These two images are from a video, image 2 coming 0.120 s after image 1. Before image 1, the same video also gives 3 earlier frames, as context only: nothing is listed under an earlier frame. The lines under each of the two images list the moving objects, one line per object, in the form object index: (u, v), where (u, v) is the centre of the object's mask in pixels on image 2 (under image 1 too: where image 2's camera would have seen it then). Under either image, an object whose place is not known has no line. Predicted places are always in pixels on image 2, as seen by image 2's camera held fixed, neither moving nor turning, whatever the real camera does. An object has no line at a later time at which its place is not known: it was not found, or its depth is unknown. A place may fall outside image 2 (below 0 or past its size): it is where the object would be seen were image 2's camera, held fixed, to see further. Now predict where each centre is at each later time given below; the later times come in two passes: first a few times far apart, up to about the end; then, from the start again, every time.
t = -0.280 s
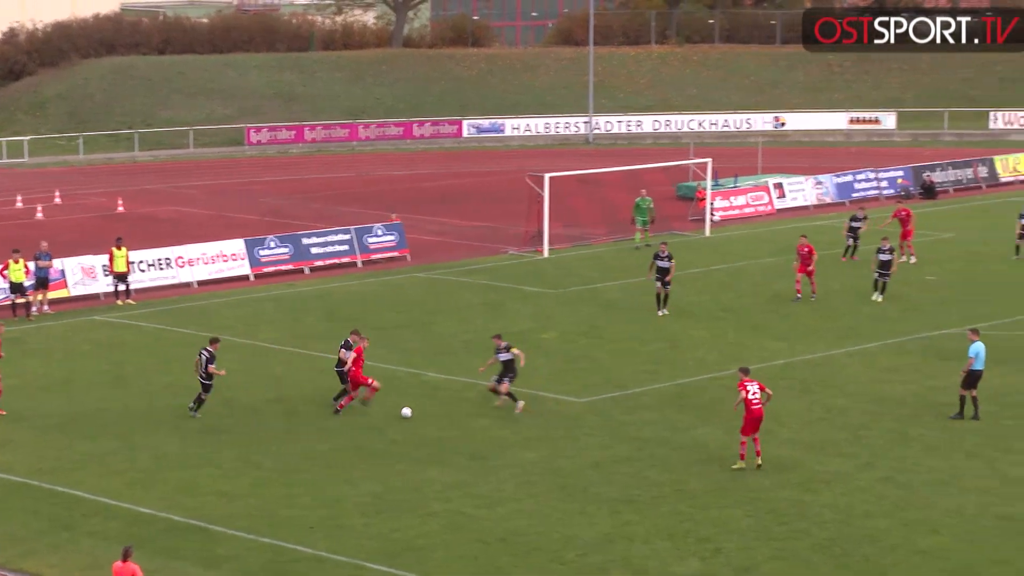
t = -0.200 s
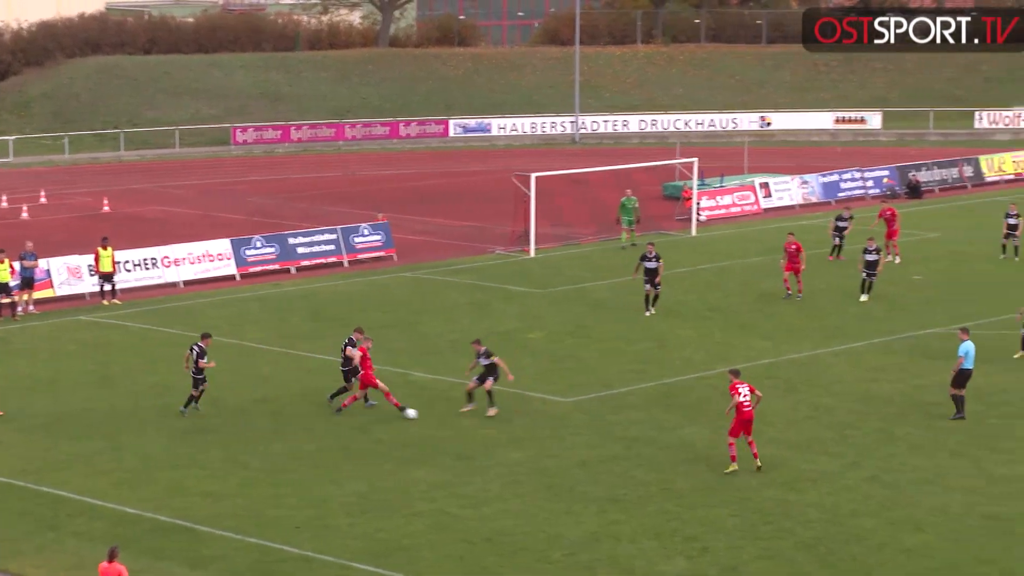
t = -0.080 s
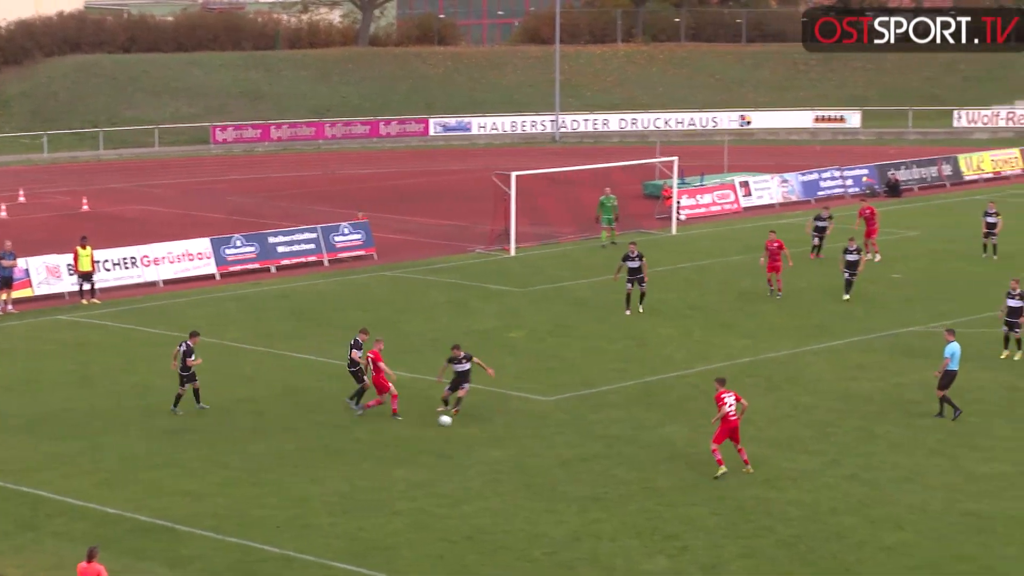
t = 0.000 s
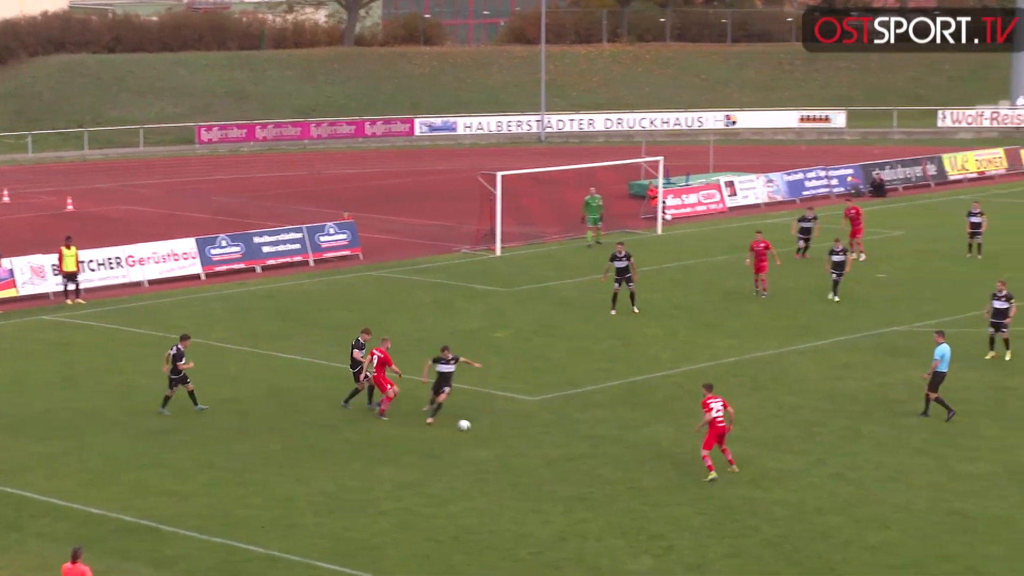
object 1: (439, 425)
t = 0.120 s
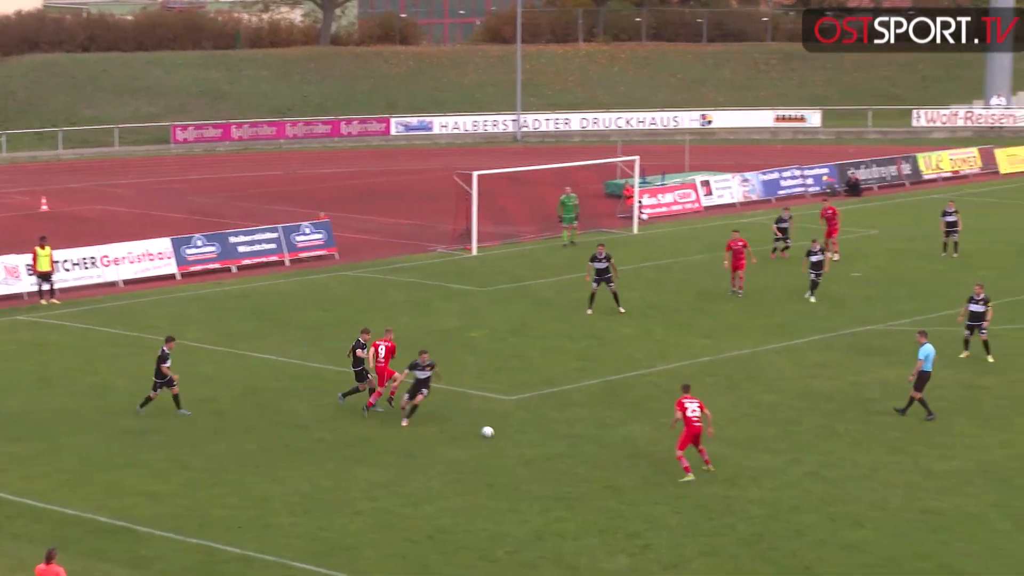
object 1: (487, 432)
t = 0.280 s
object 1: (545, 440)
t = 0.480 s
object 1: (610, 449)
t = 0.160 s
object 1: (502, 434)
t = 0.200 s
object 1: (517, 436)
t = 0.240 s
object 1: (531, 438)
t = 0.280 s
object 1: (545, 440)
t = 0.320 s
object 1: (559, 442)
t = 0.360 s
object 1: (572, 443)
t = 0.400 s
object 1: (585, 445)
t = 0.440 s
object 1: (598, 448)
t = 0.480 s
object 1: (610, 449)
